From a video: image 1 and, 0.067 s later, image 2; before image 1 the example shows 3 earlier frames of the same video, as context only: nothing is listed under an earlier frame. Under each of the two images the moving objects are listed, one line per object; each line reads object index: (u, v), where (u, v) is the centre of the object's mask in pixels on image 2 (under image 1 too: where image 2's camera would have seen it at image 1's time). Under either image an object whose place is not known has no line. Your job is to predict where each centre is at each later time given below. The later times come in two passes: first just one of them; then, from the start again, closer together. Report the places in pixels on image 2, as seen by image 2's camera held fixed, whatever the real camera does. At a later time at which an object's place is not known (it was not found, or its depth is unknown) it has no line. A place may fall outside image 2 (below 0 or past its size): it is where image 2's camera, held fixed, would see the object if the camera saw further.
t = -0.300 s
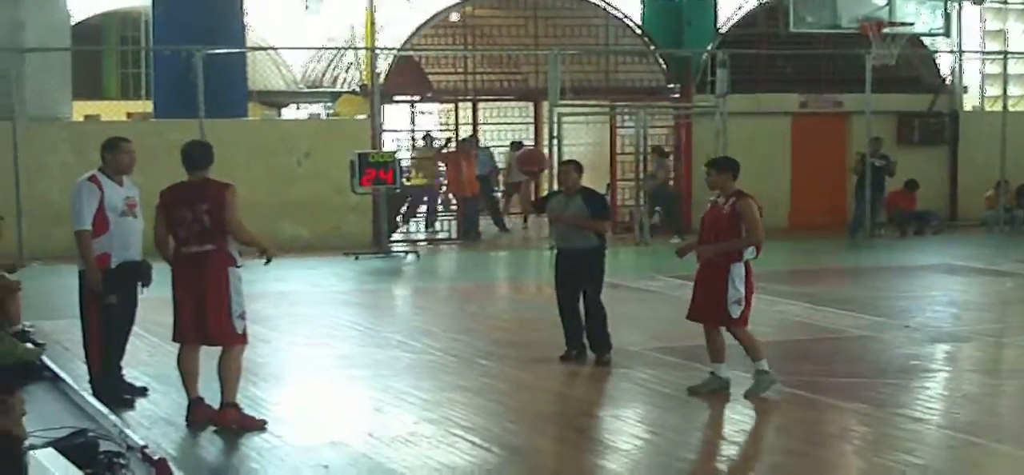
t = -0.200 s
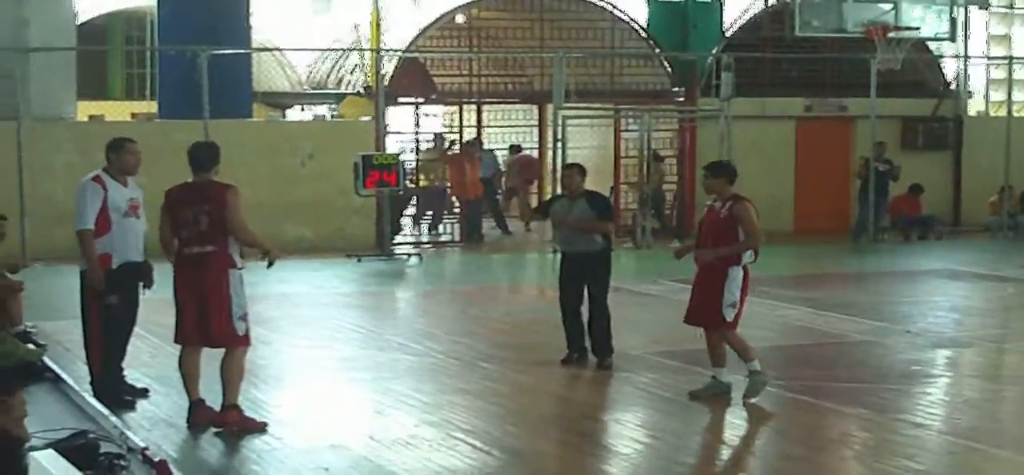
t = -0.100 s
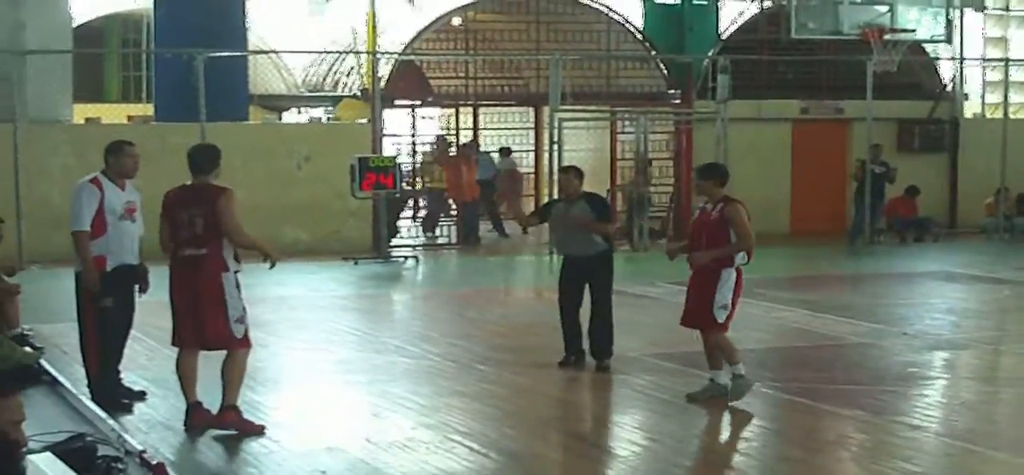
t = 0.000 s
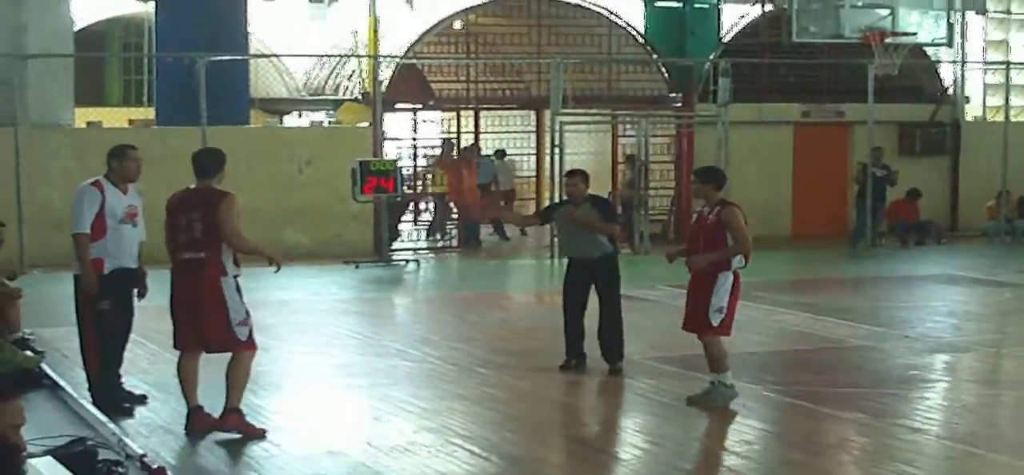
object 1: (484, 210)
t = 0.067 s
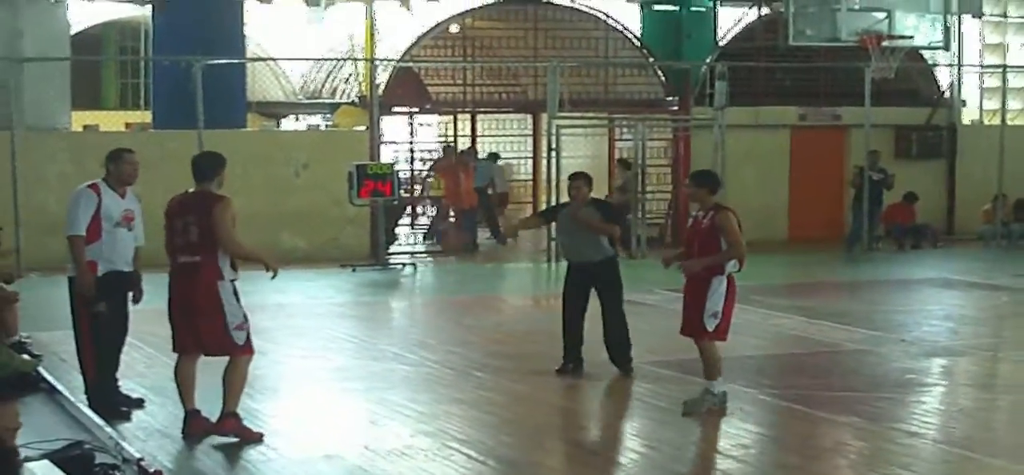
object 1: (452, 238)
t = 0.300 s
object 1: (357, 391)
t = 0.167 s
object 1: (411, 292)
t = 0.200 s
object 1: (398, 314)
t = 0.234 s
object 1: (385, 337)
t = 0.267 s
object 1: (370, 363)
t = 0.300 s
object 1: (357, 391)
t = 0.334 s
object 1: (348, 381)
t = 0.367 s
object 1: (341, 363)
